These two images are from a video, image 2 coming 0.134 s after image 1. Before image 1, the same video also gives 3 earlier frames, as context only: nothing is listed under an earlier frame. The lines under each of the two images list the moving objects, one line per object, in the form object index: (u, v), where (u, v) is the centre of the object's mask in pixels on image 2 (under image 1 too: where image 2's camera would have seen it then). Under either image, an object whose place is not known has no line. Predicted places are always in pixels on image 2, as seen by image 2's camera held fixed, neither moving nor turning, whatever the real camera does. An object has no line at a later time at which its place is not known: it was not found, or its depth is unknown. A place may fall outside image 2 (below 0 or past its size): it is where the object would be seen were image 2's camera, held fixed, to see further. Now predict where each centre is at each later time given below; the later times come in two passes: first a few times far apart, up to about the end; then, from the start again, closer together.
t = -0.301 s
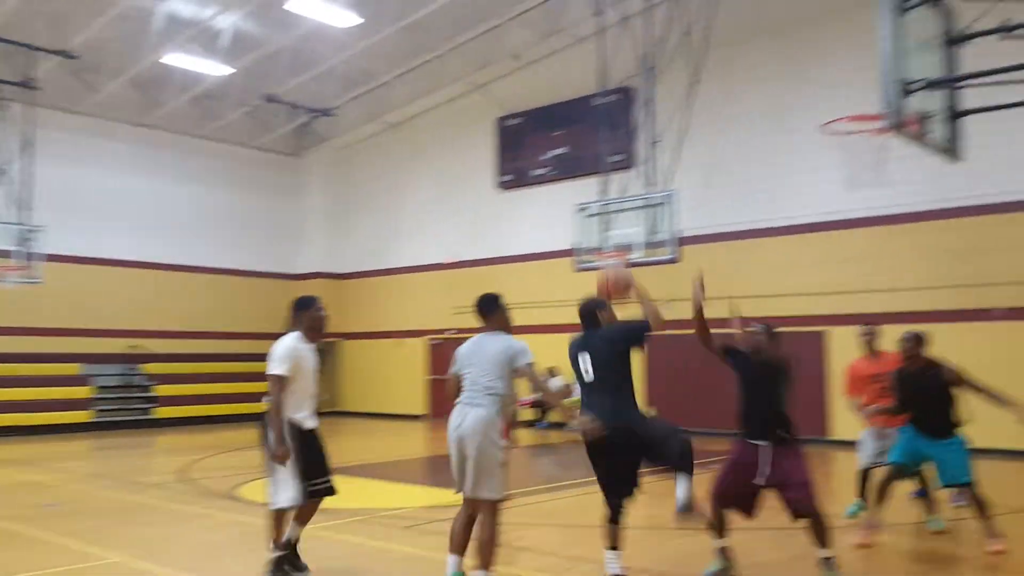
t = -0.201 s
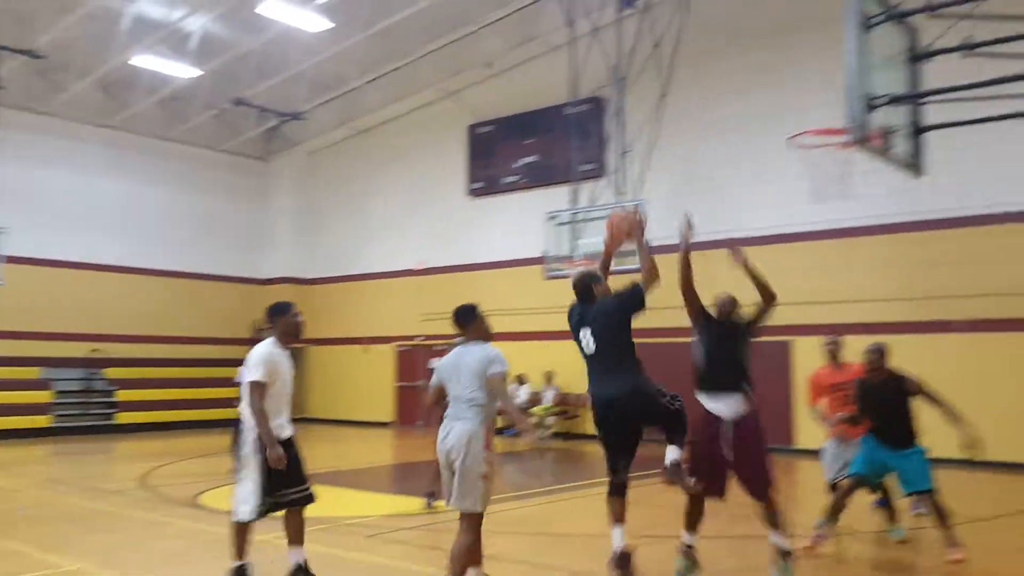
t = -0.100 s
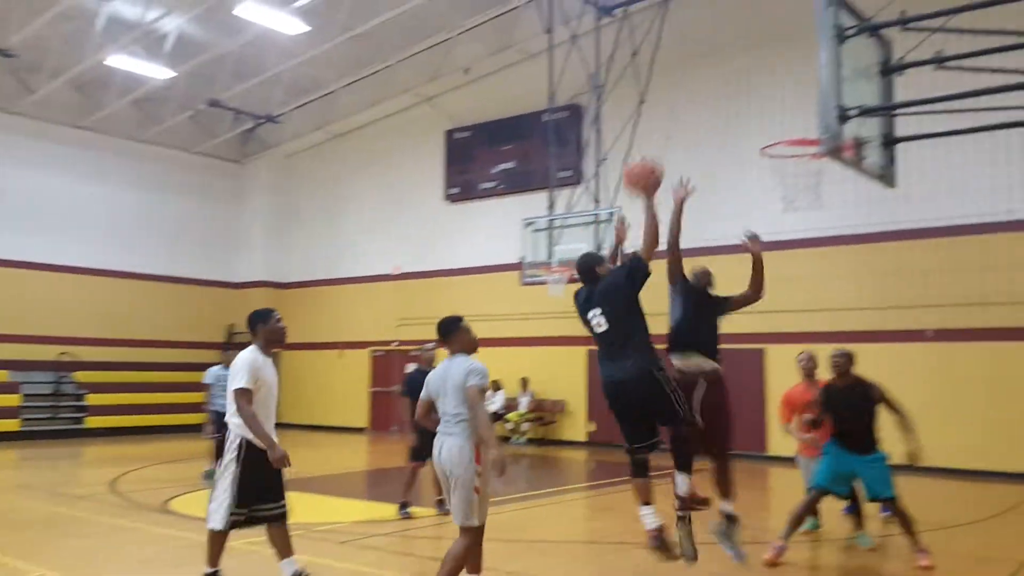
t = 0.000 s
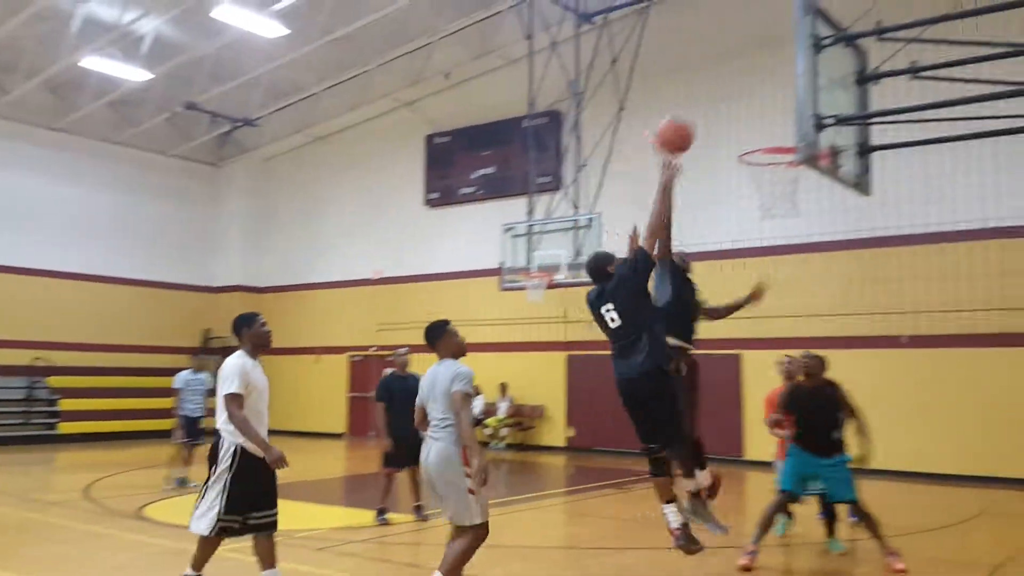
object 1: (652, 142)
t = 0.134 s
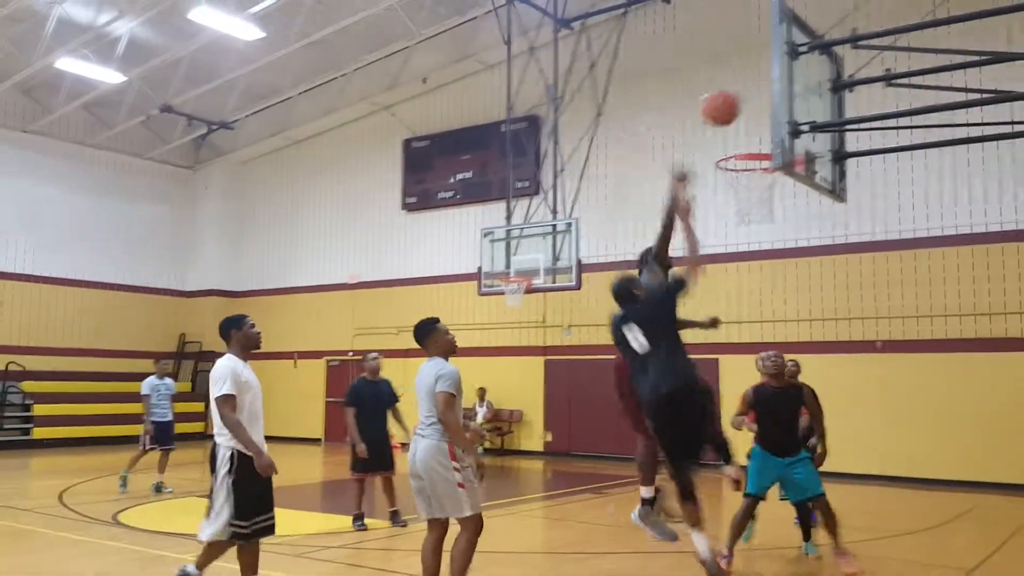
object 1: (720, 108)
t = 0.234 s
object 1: (765, 98)
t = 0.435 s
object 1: (749, 133)
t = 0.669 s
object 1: (728, 133)
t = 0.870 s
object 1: (713, 154)
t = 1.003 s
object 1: (698, 172)
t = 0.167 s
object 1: (738, 102)
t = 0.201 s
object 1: (756, 99)
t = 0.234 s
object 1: (765, 98)
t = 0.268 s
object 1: (767, 99)
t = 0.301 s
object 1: (765, 102)
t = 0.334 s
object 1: (763, 106)
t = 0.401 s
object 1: (755, 124)
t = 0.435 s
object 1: (749, 133)
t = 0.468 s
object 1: (743, 142)
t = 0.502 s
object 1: (738, 151)
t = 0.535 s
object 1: (737, 143)
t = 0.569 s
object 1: (734, 139)
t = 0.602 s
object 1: (733, 136)
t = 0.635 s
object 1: (731, 134)
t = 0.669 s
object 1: (728, 133)
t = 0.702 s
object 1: (726, 134)
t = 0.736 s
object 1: (724, 136)
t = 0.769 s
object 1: (722, 139)
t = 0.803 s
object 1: (719, 143)
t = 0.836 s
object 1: (717, 148)
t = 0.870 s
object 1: (713, 154)
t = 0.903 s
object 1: (709, 157)
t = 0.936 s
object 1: (706, 161)
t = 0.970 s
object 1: (702, 166)
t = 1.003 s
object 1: (698, 172)
